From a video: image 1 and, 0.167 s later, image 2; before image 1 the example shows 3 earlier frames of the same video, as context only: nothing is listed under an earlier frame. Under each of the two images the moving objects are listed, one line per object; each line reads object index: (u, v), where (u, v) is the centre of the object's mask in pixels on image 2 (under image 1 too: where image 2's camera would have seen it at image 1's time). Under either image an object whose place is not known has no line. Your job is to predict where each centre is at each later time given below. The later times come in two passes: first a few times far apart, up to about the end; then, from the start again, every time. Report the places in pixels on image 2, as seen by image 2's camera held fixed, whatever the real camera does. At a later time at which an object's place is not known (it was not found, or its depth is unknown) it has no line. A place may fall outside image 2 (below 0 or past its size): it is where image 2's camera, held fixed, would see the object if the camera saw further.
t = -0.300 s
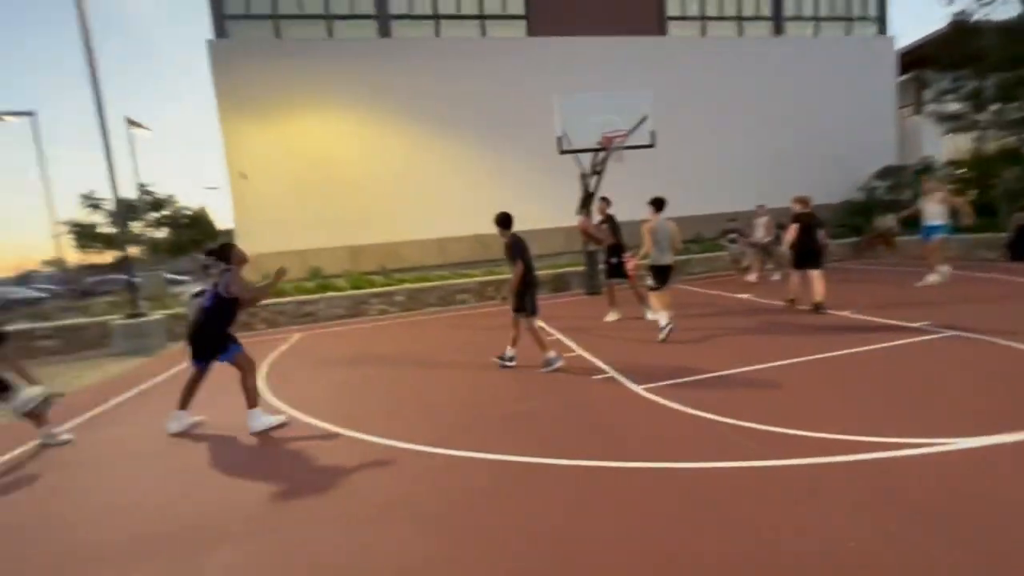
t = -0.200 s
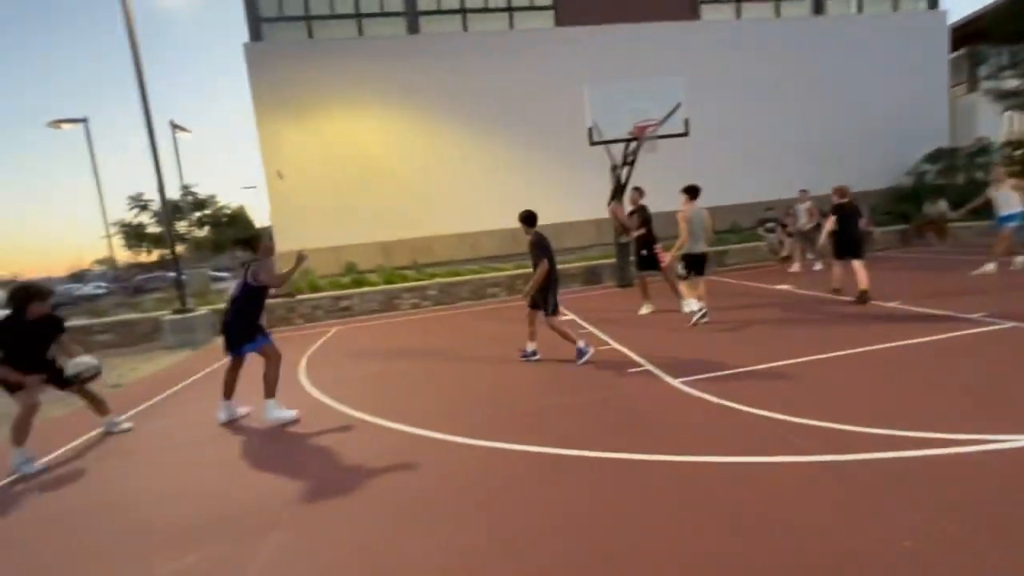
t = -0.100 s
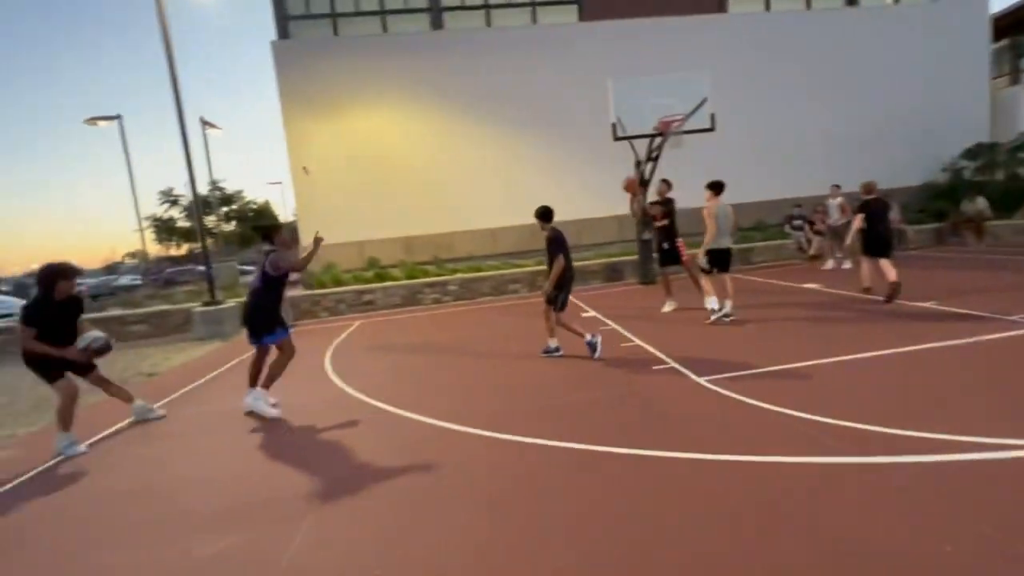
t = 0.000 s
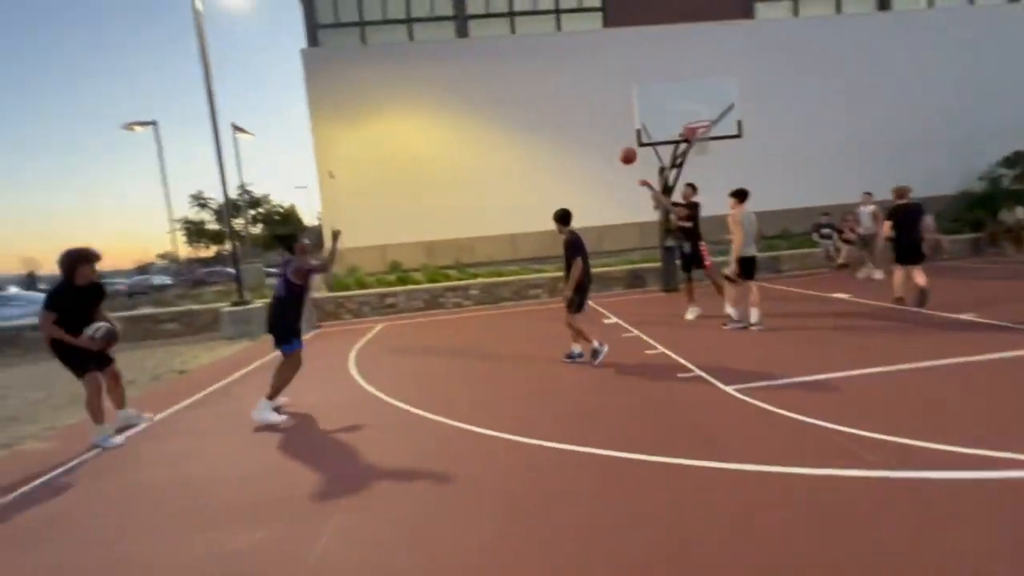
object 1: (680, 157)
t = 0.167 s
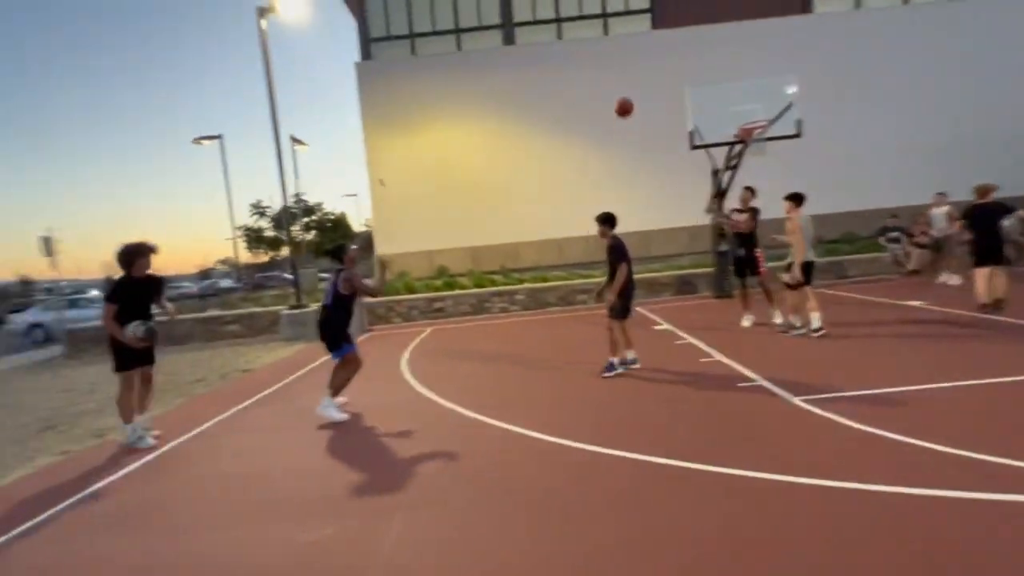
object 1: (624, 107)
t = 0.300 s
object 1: (575, 78)
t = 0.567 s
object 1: (461, 61)
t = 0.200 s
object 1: (612, 99)
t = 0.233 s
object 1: (600, 91)
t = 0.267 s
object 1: (587, 85)
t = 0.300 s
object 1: (575, 78)
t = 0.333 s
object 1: (563, 72)
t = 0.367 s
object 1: (549, 67)
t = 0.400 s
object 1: (535, 63)
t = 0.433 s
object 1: (521, 60)
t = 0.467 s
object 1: (507, 59)
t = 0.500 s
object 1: (492, 58)
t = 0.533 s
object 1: (477, 59)
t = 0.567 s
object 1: (461, 61)
